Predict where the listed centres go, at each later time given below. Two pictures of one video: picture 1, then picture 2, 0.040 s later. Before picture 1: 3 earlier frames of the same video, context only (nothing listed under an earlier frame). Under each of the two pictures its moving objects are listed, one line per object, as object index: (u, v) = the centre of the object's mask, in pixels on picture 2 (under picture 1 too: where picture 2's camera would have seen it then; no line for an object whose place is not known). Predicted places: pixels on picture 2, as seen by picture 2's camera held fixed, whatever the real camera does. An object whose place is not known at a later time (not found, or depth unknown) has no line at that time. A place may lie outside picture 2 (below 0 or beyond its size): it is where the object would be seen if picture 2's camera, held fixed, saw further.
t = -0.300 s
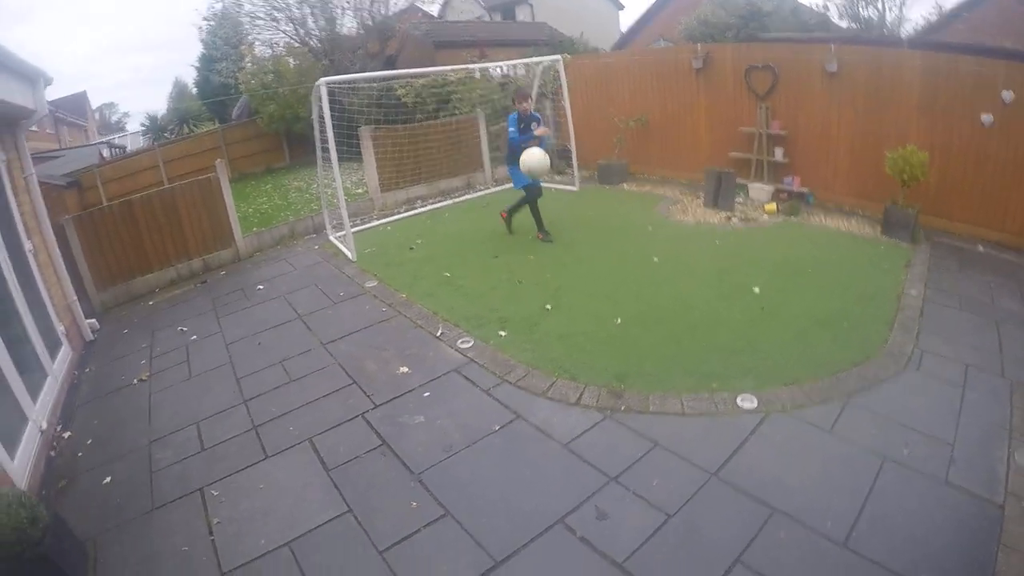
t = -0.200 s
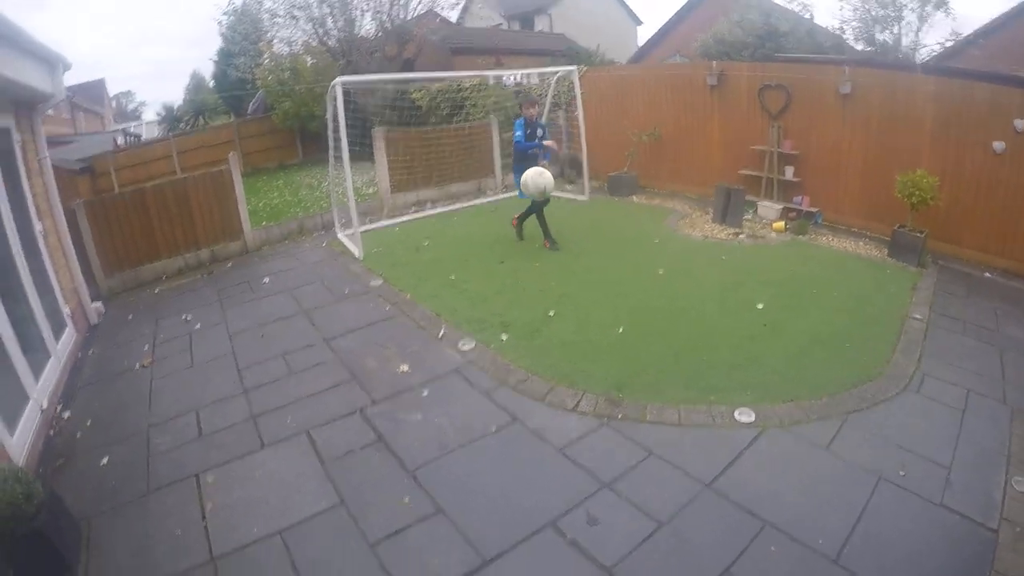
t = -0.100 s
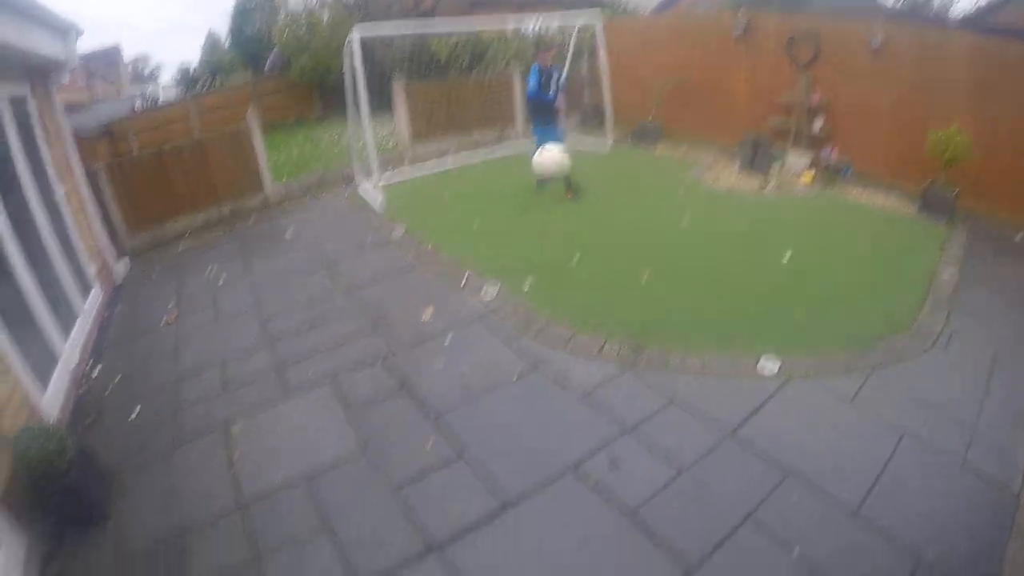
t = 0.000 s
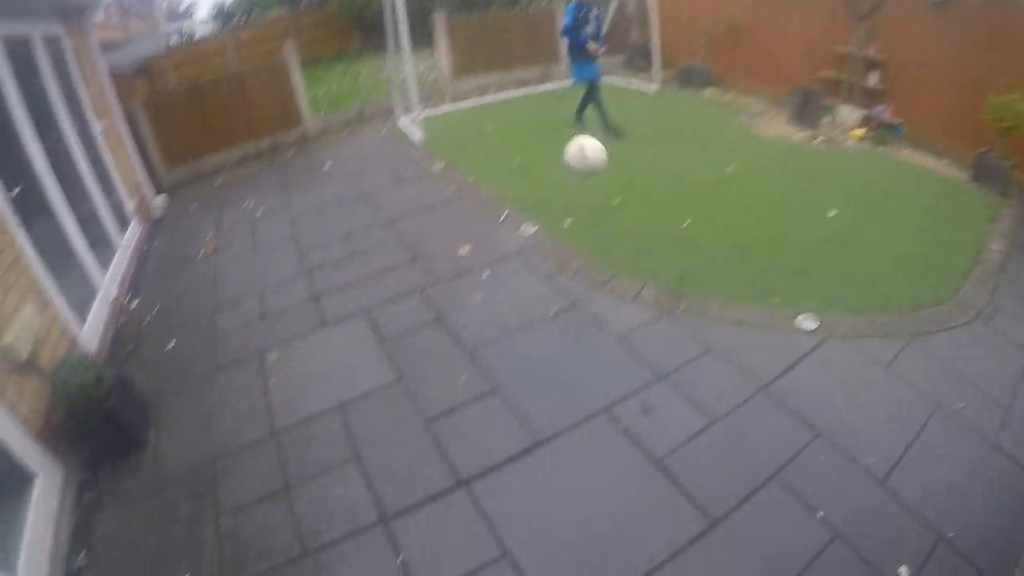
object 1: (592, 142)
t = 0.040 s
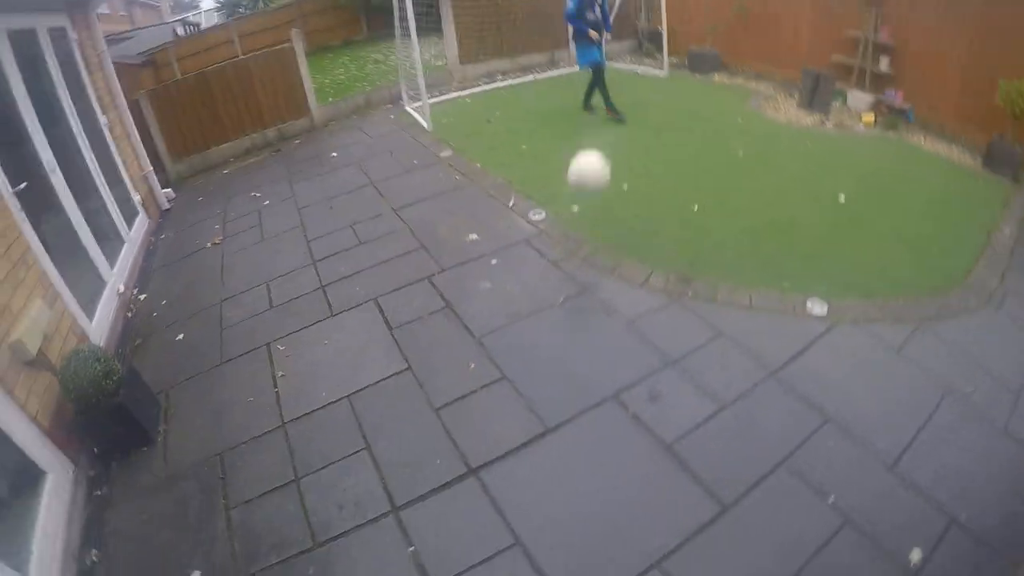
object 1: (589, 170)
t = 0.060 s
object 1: (586, 188)
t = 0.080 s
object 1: (584, 206)
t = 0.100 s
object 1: (581, 227)
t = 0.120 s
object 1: (578, 248)
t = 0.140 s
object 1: (576, 260)
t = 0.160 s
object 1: (574, 253)
